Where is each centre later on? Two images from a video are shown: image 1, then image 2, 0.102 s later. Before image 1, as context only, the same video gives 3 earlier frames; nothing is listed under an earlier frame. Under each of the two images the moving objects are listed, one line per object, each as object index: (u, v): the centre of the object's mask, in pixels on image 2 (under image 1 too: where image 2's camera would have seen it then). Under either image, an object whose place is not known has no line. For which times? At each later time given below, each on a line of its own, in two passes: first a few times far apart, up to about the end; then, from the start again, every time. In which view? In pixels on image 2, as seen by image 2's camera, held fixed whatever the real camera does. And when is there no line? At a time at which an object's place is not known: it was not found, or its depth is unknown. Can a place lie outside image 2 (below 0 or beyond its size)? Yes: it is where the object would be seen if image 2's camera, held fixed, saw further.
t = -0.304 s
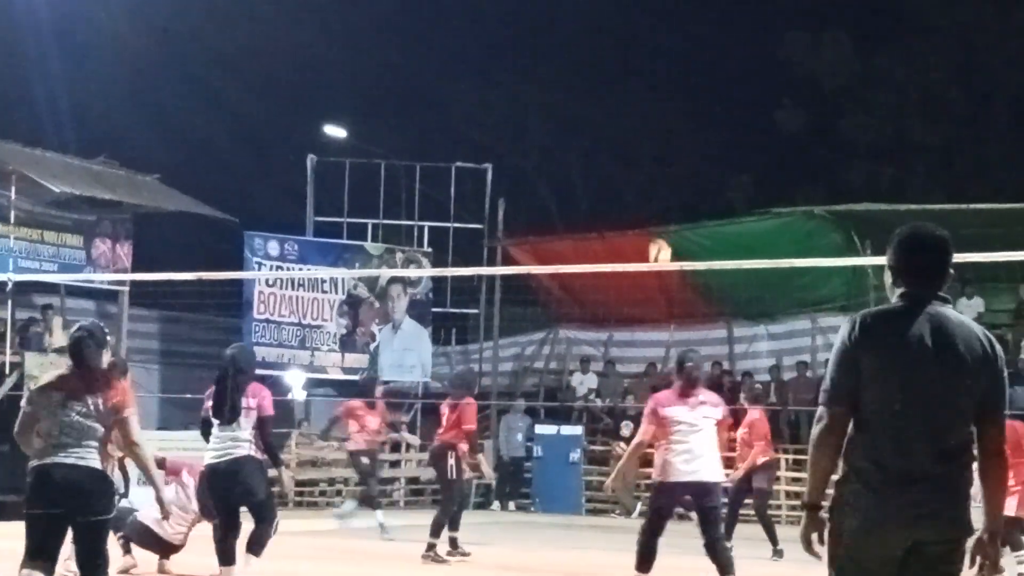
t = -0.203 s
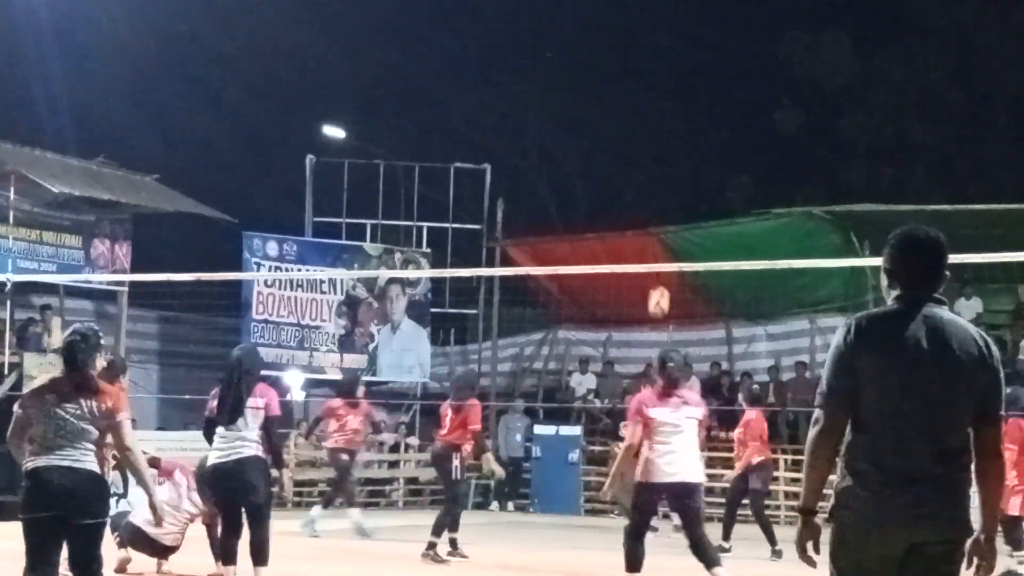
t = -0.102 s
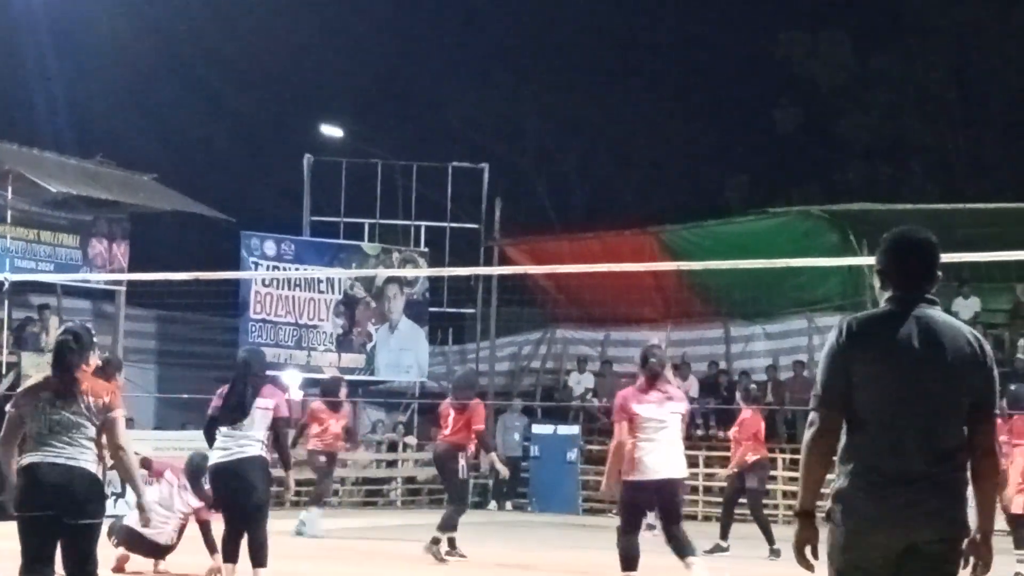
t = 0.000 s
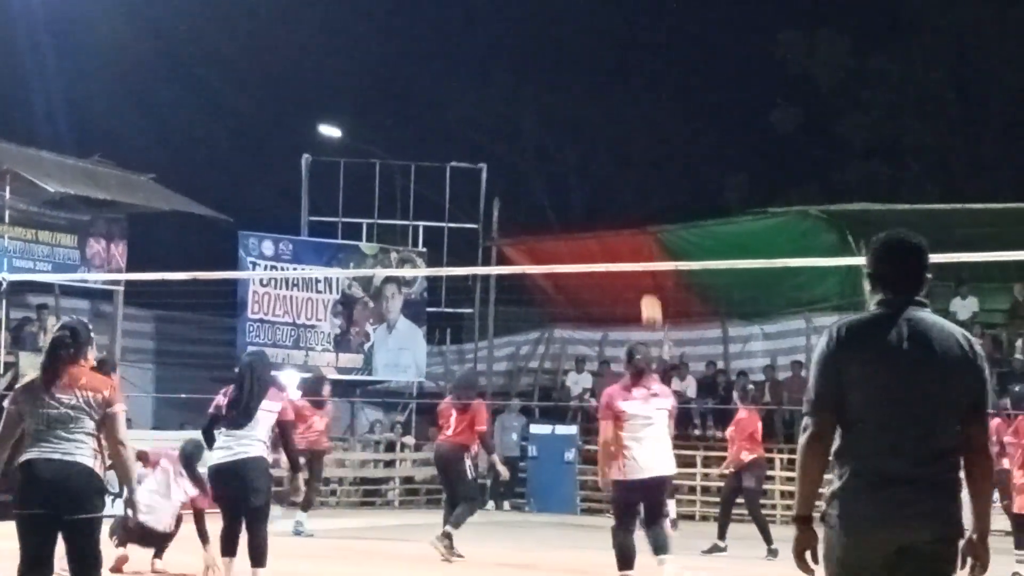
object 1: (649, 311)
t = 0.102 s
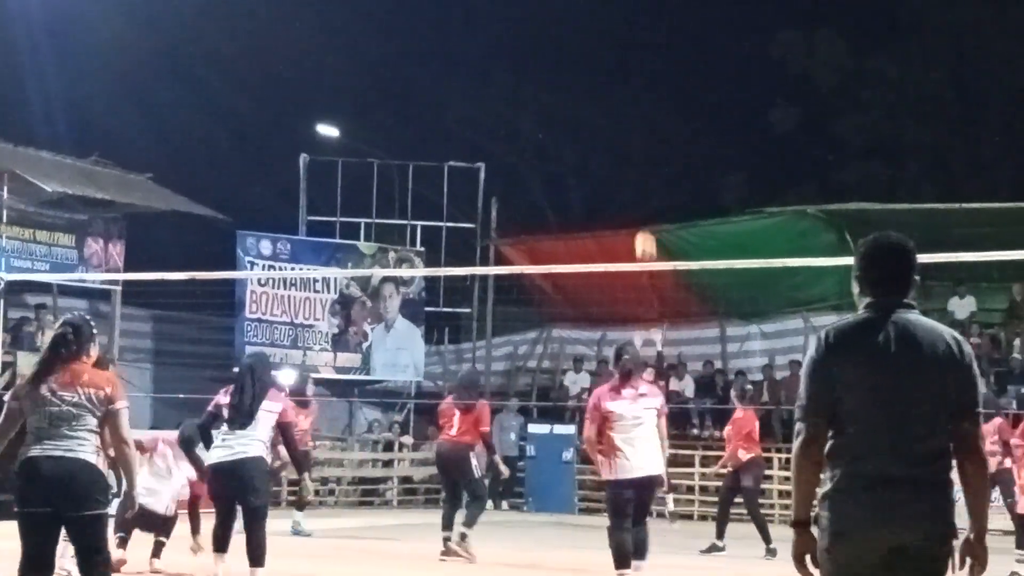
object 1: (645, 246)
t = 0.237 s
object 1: (640, 176)
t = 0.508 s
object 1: (631, 85)
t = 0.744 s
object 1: (623, 62)
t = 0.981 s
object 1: (614, 98)
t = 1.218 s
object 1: (604, 196)
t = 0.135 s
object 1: (644, 227)
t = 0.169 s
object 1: (643, 210)
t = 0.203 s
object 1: (642, 192)
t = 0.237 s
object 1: (640, 176)
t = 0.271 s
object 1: (639, 161)
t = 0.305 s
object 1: (638, 147)
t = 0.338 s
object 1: (637, 134)
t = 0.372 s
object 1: (636, 122)
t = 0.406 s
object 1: (635, 112)
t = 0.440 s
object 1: (634, 102)
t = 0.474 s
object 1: (632, 93)
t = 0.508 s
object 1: (631, 85)
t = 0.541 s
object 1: (630, 78)
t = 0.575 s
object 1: (629, 73)
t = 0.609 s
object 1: (628, 69)
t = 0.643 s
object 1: (626, 65)
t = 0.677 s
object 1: (625, 64)
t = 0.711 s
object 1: (625, 62)
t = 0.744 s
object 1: (623, 62)
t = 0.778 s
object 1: (622, 64)
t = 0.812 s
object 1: (621, 67)
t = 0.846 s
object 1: (620, 71)
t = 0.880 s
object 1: (618, 76)
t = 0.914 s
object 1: (617, 82)
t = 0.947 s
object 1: (616, 89)
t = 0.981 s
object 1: (614, 98)
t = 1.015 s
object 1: (613, 108)
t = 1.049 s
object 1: (611, 119)
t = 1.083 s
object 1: (610, 132)
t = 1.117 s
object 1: (608, 146)
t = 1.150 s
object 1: (607, 162)
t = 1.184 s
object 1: (605, 178)
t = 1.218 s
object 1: (604, 196)
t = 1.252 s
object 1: (602, 215)
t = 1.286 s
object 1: (601, 235)
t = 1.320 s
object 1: (599, 252)
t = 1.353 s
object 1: (597, 285)
